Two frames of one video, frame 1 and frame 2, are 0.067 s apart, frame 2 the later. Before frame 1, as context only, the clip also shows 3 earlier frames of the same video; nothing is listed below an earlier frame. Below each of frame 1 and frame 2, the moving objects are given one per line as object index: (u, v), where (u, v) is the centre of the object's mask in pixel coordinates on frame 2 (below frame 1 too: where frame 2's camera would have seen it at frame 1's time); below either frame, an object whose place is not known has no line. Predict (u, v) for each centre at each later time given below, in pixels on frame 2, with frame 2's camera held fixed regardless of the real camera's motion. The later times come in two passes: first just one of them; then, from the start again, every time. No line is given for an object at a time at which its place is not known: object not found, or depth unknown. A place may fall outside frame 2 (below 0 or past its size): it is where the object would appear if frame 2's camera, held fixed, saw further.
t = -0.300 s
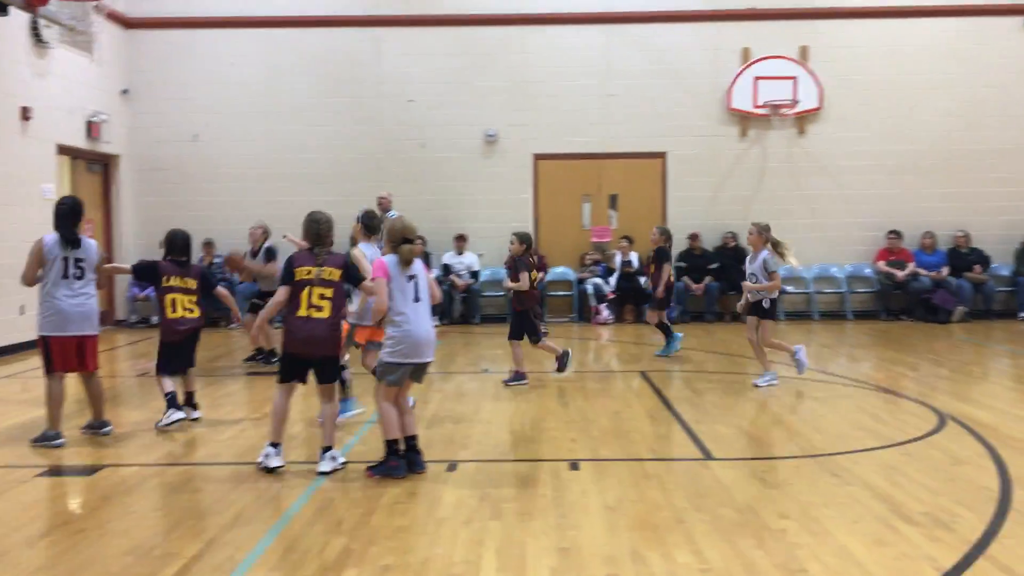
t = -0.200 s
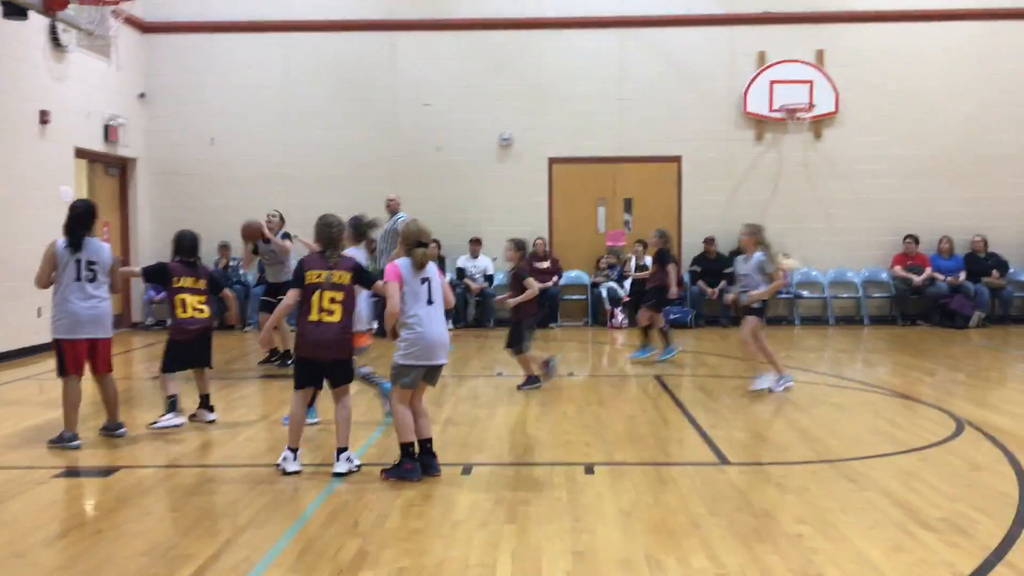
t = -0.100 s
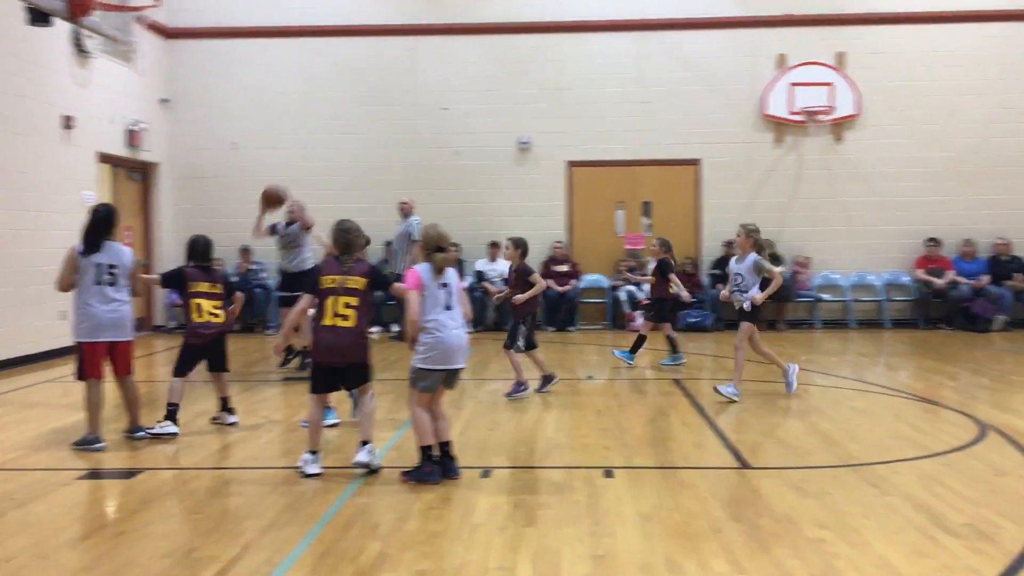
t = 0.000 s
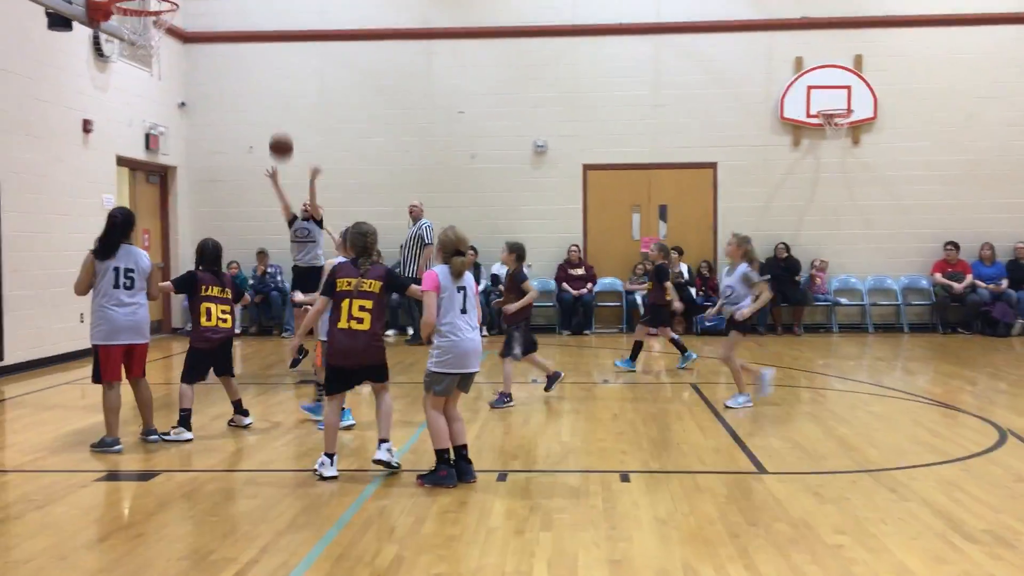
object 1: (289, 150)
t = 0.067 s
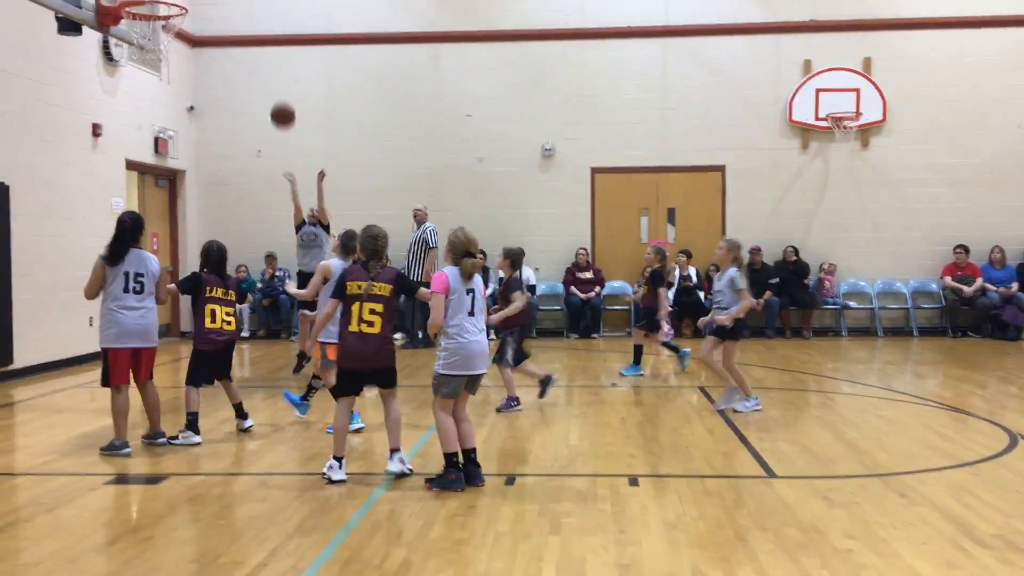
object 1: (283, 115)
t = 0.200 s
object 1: (274, 58)
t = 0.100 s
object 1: (280, 100)
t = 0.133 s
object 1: (278, 85)
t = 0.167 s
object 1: (276, 71)
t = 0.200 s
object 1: (274, 58)
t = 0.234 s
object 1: (271, 46)
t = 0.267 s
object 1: (269, 35)
